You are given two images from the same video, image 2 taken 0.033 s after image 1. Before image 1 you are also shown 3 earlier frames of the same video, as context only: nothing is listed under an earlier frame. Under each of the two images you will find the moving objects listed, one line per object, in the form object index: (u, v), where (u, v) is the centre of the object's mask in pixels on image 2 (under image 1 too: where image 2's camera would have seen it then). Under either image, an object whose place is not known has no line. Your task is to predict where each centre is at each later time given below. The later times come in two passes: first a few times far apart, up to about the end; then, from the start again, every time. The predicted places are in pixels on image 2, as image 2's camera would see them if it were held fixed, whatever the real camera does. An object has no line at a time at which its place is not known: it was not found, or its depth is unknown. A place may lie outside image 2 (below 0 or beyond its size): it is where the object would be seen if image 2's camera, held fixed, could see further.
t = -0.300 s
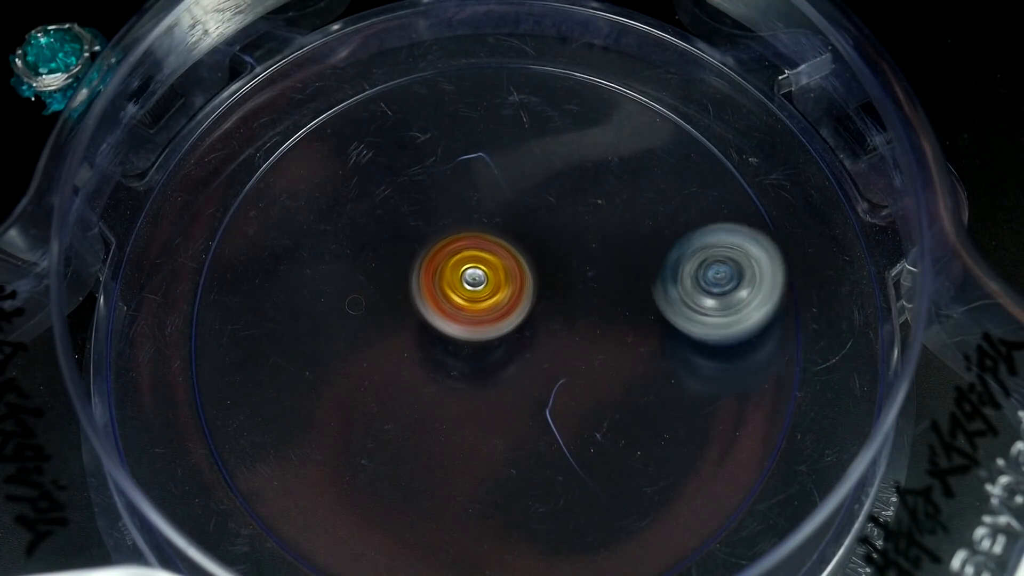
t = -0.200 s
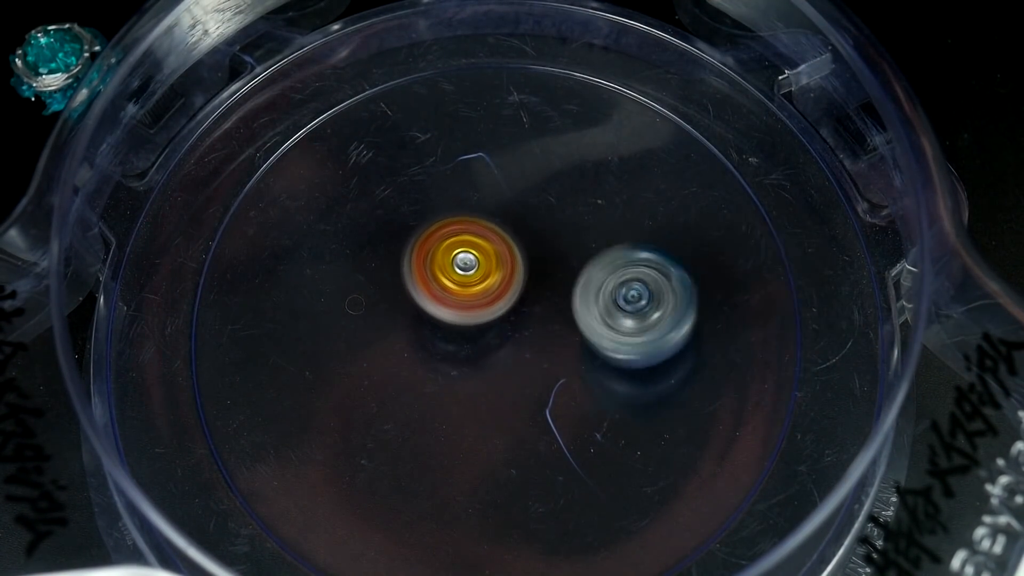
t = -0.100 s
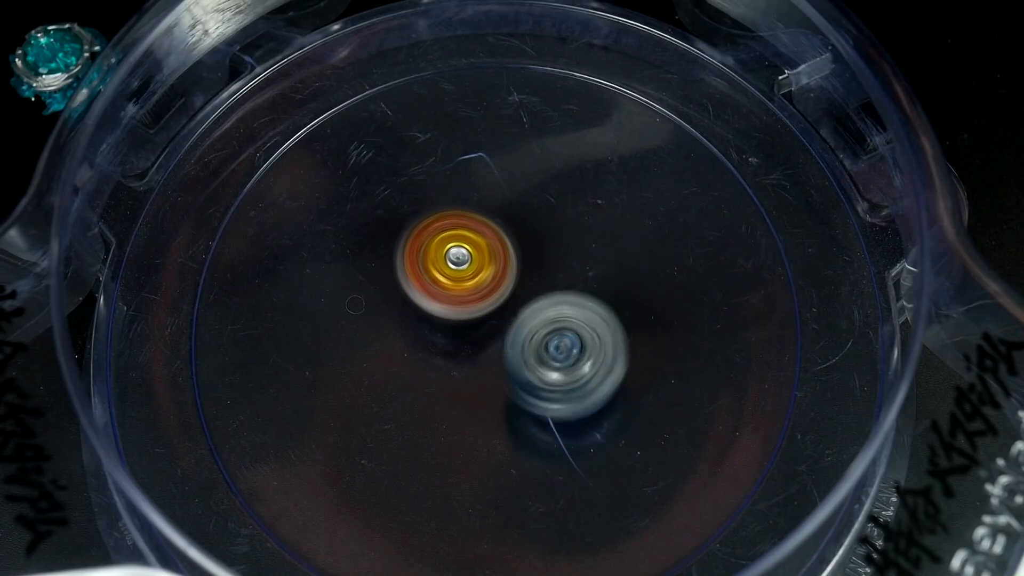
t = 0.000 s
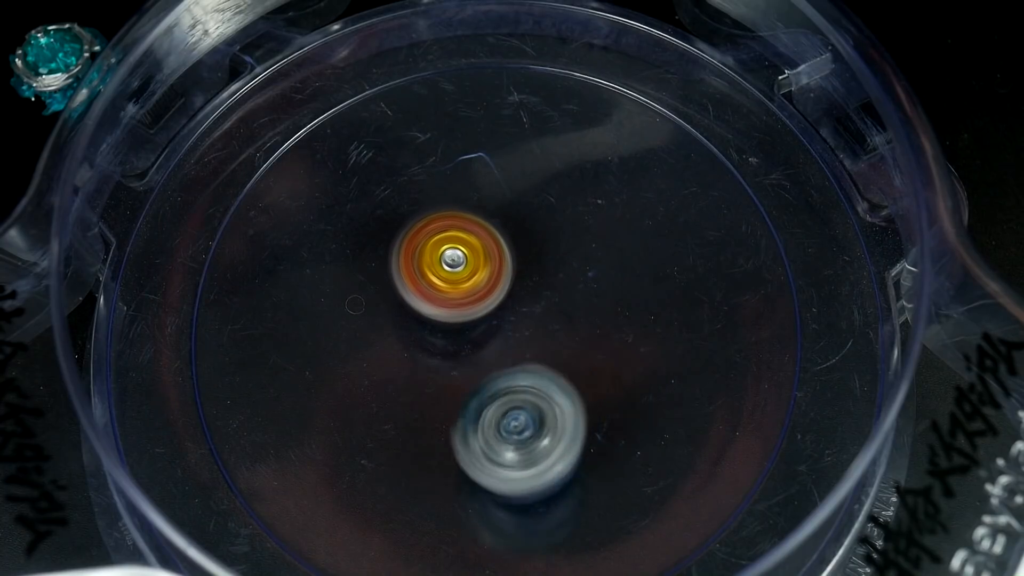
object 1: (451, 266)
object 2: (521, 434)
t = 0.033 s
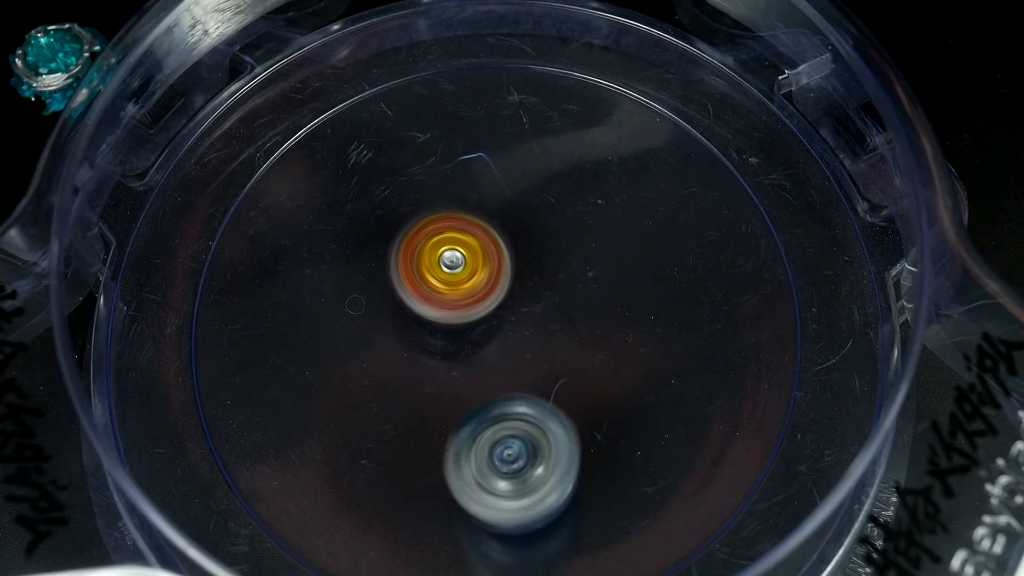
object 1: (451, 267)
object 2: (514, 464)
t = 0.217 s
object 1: (450, 273)
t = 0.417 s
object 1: (461, 273)
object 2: (627, 442)
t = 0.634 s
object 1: (452, 191)
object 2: (537, 468)
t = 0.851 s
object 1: (448, 160)
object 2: (612, 529)
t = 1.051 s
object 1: (460, 232)
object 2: (603, 464)
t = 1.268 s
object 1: (513, 303)
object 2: (452, 415)
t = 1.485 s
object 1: (593, 323)
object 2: (305, 443)
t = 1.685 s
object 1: (583, 308)
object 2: (350, 483)
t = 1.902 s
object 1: (545, 297)
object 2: (416, 335)
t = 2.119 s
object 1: (586, 288)
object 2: (319, 240)
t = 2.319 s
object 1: (545, 288)
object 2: (255, 253)
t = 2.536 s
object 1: (510, 284)
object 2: (378, 276)
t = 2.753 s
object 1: (612, 314)
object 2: (326, 196)
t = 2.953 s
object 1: (593, 298)
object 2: (345, 235)
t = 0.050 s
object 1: (450, 268)
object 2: (511, 480)
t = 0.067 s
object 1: (449, 269)
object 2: (511, 495)
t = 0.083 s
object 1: (449, 269)
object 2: (513, 511)
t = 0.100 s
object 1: (449, 271)
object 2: (514, 521)
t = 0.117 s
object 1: (449, 271)
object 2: (517, 529)
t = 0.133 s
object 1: (449, 271)
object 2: (523, 535)
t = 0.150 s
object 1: (449, 272)
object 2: (530, 539)
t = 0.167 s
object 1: (449, 272)
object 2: (539, 542)
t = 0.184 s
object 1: (449, 273)
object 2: (551, 545)
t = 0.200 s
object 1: (450, 273)
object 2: (564, 547)
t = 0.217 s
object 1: (450, 273)
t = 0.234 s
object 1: (450, 273)
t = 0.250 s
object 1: (451, 273)
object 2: (596, 534)
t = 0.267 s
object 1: (451, 274)
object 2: (606, 529)
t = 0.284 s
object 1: (452, 274)
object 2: (617, 523)
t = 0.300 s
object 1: (452, 274)
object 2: (626, 517)
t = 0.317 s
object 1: (453, 274)
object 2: (633, 510)
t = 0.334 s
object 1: (454, 274)
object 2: (638, 499)
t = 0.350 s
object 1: (455, 274)
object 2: (640, 488)
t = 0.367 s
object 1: (457, 274)
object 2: (639, 476)
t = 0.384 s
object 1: (458, 274)
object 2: (637, 465)
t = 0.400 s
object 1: (459, 274)
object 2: (633, 454)
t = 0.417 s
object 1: (461, 273)
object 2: (627, 442)
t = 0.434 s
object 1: (462, 273)
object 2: (619, 432)
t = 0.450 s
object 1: (464, 273)
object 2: (611, 421)
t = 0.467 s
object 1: (466, 272)
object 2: (601, 411)
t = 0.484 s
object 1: (468, 273)
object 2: (591, 402)
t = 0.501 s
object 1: (469, 273)
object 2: (580, 393)
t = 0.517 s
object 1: (470, 272)
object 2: (569, 384)
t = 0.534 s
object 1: (472, 272)
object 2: (556, 375)
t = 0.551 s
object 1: (473, 272)
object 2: (544, 367)
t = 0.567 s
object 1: (471, 260)
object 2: (538, 380)
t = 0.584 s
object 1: (466, 239)
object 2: (536, 402)
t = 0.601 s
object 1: (461, 223)
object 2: (536, 429)
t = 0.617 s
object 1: (456, 206)
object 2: (536, 451)
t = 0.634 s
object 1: (452, 191)
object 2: (537, 468)
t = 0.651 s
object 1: (449, 177)
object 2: (538, 485)
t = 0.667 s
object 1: (447, 166)
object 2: (541, 499)
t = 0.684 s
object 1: (445, 156)
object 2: (545, 510)
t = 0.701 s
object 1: (443, 149)
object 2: (549, 518)
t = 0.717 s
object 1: (442, 144)
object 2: (554, 525)
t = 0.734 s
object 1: (442, 142)
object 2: (559, 532)
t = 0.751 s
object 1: (442, 141)
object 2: (566, 538)
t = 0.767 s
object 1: (444, 142)
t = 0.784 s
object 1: (444, 144)
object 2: (583, 547)
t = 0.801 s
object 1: (444, 147)
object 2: (591, 543)
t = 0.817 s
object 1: (446, 151)
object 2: (599, 540)
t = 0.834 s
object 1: (447, 154)
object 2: (606, 534)
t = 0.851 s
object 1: (448, 160)
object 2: (612, 529)
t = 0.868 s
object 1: (448, 166)
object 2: (618, 523)
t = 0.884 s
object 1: (449, 171)
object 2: (624, 518)
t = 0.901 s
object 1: (450, 177)
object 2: (628, 512)
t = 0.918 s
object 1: (451, 183)
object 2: (631, 507)
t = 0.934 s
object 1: (451, 189)
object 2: (632, 501)
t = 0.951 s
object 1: (453, 195)
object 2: (631, 496)
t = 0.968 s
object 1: (454, 201)
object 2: (629, 492)
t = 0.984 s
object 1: (455, 207)
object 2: (627, 486)
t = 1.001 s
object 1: (456, 214)
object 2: (623, 480)
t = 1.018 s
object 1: (458, 221)
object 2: (617, 475)
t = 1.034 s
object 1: (460, 227)
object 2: (610, 468)
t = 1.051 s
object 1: (460, 232)
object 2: (603, 464)
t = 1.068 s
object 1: (462, 238)
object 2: (593, 459)
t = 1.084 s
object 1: (464, 243)
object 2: (583, 454)
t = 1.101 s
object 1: (465, 247)
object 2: (571, 449)
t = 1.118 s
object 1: (466, 253)
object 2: (559, 446)
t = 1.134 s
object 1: (469, 260)
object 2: (548, 443)
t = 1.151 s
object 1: (472, 265)
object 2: (538, 438)
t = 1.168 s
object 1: (475, 270)
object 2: (528, 434)
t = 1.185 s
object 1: (480, 276)
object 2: (516, 429)
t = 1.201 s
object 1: (485, 282)
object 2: (506, 425)
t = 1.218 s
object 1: (490, 287)
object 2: (493, 421)
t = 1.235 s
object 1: (496, 294)
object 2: (481, 418)
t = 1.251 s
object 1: (504, 299)
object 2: (468, 415)
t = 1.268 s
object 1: (513, 303)
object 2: (452, 415)
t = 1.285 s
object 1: (521, 307)
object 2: (437, 417)
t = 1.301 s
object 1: (530, 309)
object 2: (424, 418)
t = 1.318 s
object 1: (538, 311)
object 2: (411, 418)
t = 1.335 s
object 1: (543, 314)
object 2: (399, 418)
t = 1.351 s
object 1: (552, 318)
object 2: (385, 419)
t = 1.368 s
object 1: (559, 319)
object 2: (372, 421)
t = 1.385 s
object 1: (566, 321)
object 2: (360, 423)
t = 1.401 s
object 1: (573, 321)
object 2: (347, 425)
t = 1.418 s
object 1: (578, 321)
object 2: (335, 428)
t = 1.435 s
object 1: (581, 323)
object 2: (326, 432)
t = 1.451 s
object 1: (587, 324)
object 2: (318, 436)
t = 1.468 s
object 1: (590, 324)
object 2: (311, 439)
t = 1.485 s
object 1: (593, 323)
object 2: (305, 443)
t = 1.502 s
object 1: (595, 322)
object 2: (300, 448)
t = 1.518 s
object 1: (595, 322)
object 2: (297, 453)
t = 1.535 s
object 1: (596, 321)
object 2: (294, 460)
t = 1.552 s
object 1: (596, 319)
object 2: (293, 469)
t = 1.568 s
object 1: (596, 319)
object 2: (296, 475)
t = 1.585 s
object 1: (596, 316)
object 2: (301, 481)
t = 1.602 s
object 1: (593, 315)
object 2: (307, 484)
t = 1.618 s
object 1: (592, 314)
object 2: (315, 486)
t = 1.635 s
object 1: (591, 313)
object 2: (323, 487)
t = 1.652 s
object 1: (589, 312)
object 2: (333, 487)
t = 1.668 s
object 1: (587, 310)
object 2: (340, 486)
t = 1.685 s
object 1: (583, 308)
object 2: (350, 483)
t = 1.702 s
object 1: (581, 308)
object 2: (360, 477)
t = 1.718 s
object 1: (578, 307)
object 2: (370, 468)
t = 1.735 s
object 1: (576, 306)
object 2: (379, 457)
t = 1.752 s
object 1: (573, 303)
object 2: (386, 445)
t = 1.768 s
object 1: (569, 303)
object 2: (391, 432)
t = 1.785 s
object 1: (566, 302)
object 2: (394, 422)
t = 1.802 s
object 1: (563, 301)
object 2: (400, 410)
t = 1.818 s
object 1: (560, 301)
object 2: (405, 396)
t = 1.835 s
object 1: (557, 298)
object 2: (409, 383)
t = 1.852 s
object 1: (552, 298)
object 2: (412, 370)
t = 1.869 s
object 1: (550, 298)
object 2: (413, 357)
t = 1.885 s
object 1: (547, 298)
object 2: (413, 347)
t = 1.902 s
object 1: (545, 297)
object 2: (416, 335)
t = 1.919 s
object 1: (549, 296)
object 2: (410, 321)
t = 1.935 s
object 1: (557, 294)
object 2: (401, 309)
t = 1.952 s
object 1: (568, 293)
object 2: (391, 297)
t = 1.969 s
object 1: (575, 291)
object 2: (379, 287)
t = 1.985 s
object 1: (581, 290)
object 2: (372, 278)
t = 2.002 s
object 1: (585, 289)
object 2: (366, 269)
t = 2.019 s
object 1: (588, 290)
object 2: (360, 261)
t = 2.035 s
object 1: (591, 288)
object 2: (354, 255)
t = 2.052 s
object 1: (591, 288)
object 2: (345, 252)
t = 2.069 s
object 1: (591, 288)
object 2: (340, 251)
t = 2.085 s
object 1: (589, 289)
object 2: (334, 247)
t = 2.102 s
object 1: (589, 289)
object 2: (327, 243)
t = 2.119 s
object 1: (586, 288)
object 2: (319, 240)
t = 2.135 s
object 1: (585, 288)
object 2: (307, 238)
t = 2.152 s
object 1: (581, 288)
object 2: (299, 239)
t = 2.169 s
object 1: (578, 289)
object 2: (295, 238)
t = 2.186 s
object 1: (575, 288)
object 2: (289, 236)
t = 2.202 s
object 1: (572, 288)
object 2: (283, 236)
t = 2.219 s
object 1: (568, 288)
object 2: (276, 236)
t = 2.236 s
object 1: (565, 289)
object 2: (269, 239)
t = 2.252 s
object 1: (561, 288)
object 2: (267, 240)
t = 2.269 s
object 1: (557, 288)
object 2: (264, 241)
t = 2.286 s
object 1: (552, 287)
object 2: (261, 243)
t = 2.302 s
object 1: (548, 288)
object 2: (258, 247)
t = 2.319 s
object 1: (545, 288)
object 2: (255, 253)
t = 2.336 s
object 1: (541, 287)
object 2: (259, 258)
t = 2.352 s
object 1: (538, 287)
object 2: (263, 261)
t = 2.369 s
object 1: (534, 288)
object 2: (267, 264)
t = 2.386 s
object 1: (532, 288)
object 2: (271, 269)
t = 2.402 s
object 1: (528, 287)
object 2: (277, 276)
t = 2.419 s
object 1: (525, 286)
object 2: (288, 279)
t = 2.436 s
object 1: (521, 287)
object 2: (299, 279)
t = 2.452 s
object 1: (521, 286)
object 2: (310, 280)
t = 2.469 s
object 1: (517, 286)
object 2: (321, 282)
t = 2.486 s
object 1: (516, 284)
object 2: (332, 284)
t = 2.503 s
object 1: (512, 285)
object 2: (348, 283)
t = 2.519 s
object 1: (512, 285)
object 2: (363, 279)
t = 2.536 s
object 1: (510, 284)
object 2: (378, 276)
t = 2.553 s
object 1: (521, 287)
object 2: (378, 269)
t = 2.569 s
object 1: (535, 293)
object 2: (375, 260)
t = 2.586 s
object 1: (553, 298)
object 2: (373, 249)
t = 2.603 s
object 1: (564, 302)
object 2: (369, 238)
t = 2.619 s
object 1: (577, 304)
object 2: (362, 232)
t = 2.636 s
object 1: (586, 309)
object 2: (359, 223)
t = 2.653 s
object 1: (595, 311)
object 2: (356, 216)
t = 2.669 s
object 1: (602, 313)
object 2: (351, 209)
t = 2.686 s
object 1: (605, 314)
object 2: (344, 207)
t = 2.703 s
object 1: (610, 315)
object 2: (341, 202)
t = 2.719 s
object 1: (611, 315)
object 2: (337, 198)
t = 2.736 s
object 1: (612, 314)
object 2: (330, 196)
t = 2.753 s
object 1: (612, 314)
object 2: (326, 196)
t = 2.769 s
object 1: (611, 313)
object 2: (323, 194)
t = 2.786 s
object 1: (611, 311)
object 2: (321, 195)
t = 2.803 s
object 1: (609, 311)
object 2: (316, 197)
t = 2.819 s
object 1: (608, 309)
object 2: (314, 199)
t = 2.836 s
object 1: (607, 307)
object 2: (314, 201)
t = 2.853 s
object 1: (604, 306)
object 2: (316, 204)
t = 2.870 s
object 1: (604, 305)
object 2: (315, 210)
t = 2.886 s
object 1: (602, 304)
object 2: (319, 215)
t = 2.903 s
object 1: (599, 301)
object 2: (325, 218)
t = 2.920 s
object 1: (597, 301)
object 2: (331, 223)
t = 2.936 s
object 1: (595, 300)
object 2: (336, 231)
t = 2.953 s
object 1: (593, 298)
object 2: (345, 235)
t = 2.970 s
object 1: (590, 298)
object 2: (356, 238)
